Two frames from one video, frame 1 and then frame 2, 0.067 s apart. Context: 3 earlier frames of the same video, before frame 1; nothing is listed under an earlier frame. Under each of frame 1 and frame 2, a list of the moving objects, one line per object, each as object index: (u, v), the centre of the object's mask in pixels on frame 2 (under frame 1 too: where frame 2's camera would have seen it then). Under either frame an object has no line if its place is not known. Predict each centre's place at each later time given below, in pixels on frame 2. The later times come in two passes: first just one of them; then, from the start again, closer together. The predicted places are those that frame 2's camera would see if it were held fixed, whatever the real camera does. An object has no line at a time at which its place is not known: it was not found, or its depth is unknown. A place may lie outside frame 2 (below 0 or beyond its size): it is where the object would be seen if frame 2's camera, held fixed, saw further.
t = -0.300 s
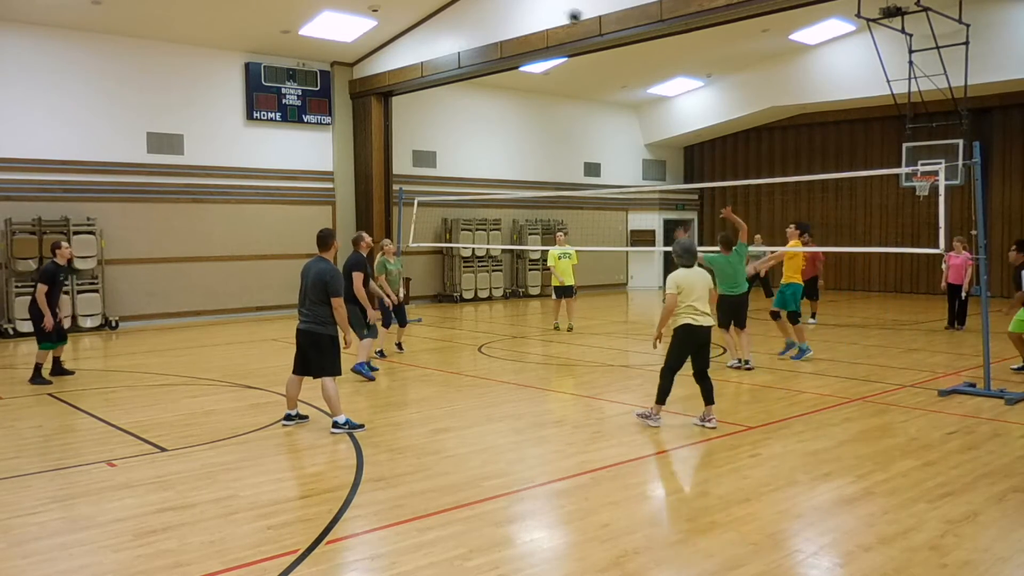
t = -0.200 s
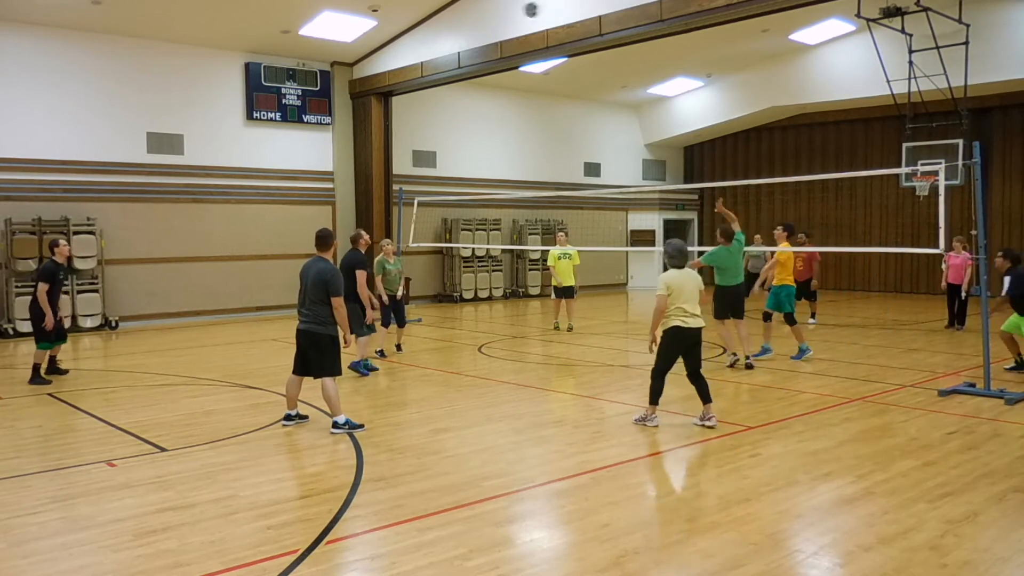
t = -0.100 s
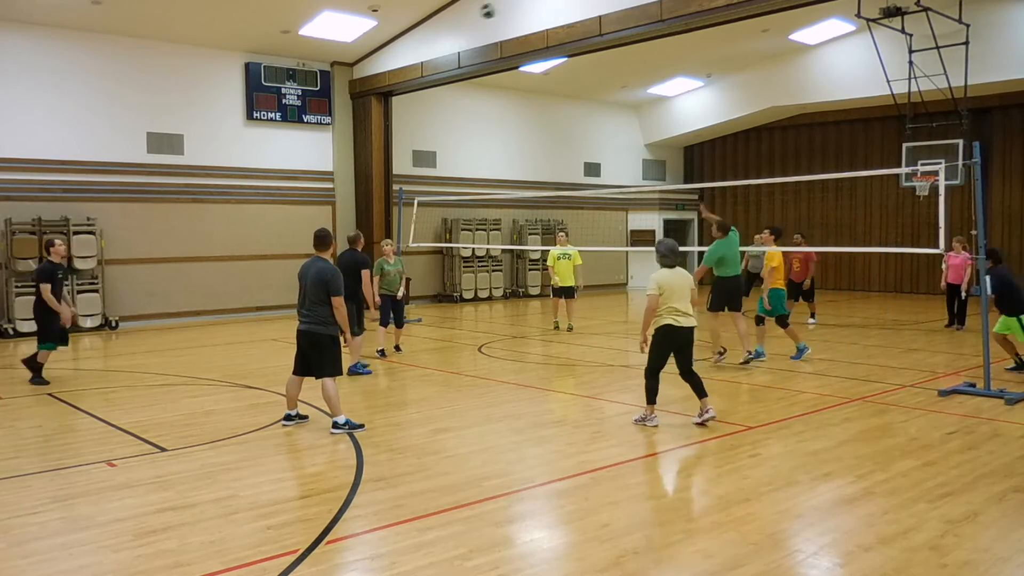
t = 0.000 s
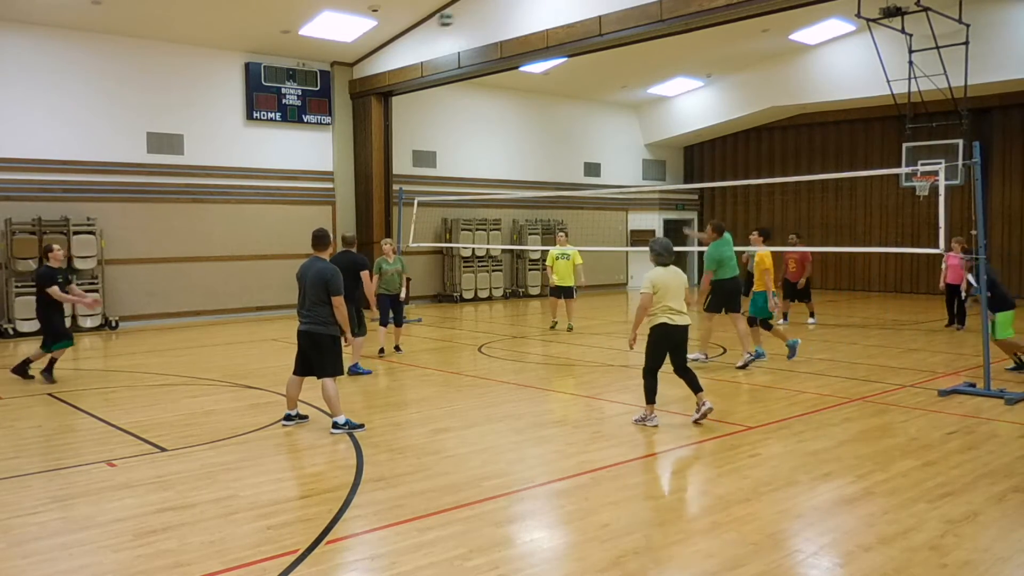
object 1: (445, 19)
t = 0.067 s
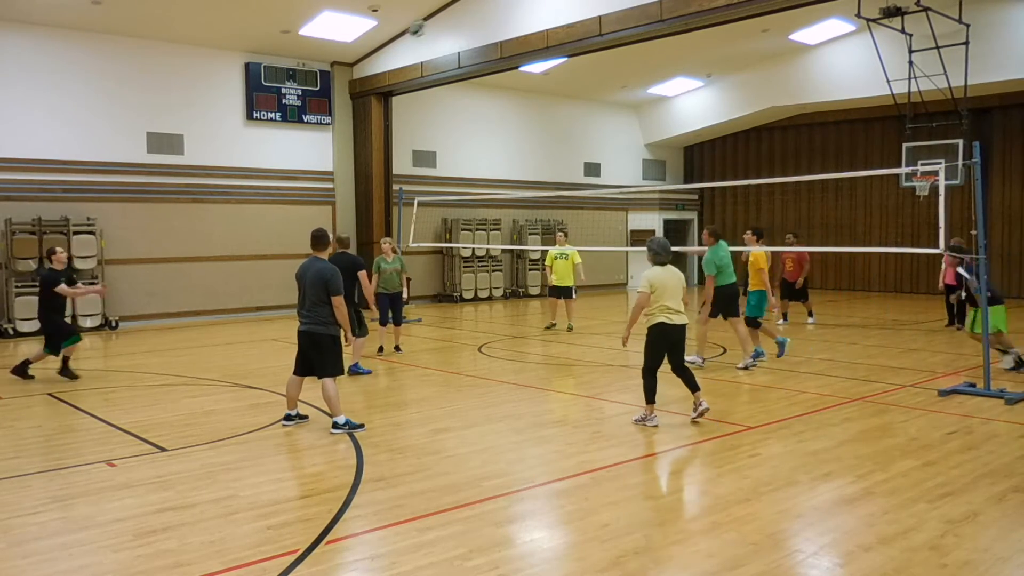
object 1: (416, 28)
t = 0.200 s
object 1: (360, 59)
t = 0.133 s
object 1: (388, 42)
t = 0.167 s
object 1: (374, 50)
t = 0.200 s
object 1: (360, 59)
